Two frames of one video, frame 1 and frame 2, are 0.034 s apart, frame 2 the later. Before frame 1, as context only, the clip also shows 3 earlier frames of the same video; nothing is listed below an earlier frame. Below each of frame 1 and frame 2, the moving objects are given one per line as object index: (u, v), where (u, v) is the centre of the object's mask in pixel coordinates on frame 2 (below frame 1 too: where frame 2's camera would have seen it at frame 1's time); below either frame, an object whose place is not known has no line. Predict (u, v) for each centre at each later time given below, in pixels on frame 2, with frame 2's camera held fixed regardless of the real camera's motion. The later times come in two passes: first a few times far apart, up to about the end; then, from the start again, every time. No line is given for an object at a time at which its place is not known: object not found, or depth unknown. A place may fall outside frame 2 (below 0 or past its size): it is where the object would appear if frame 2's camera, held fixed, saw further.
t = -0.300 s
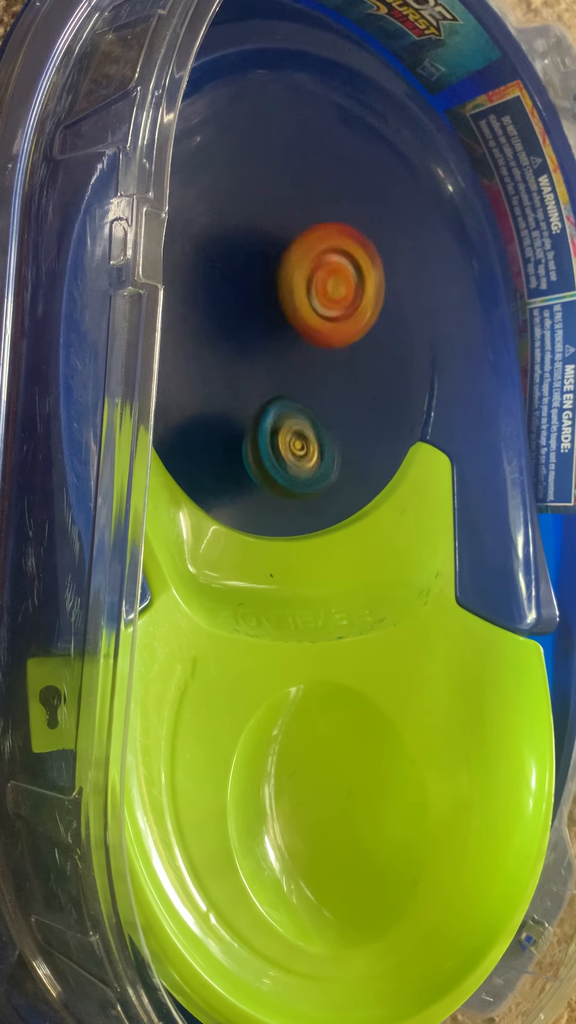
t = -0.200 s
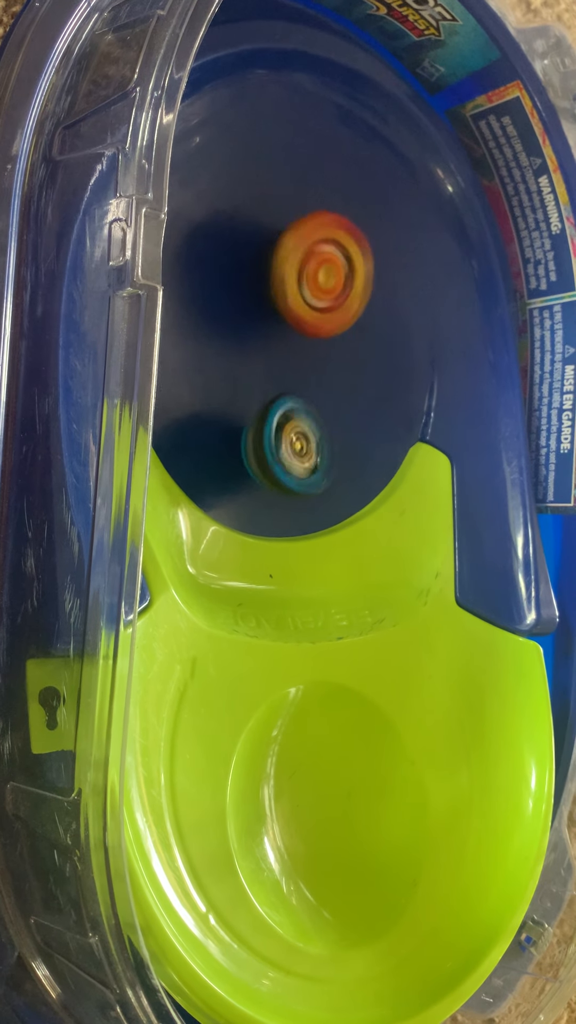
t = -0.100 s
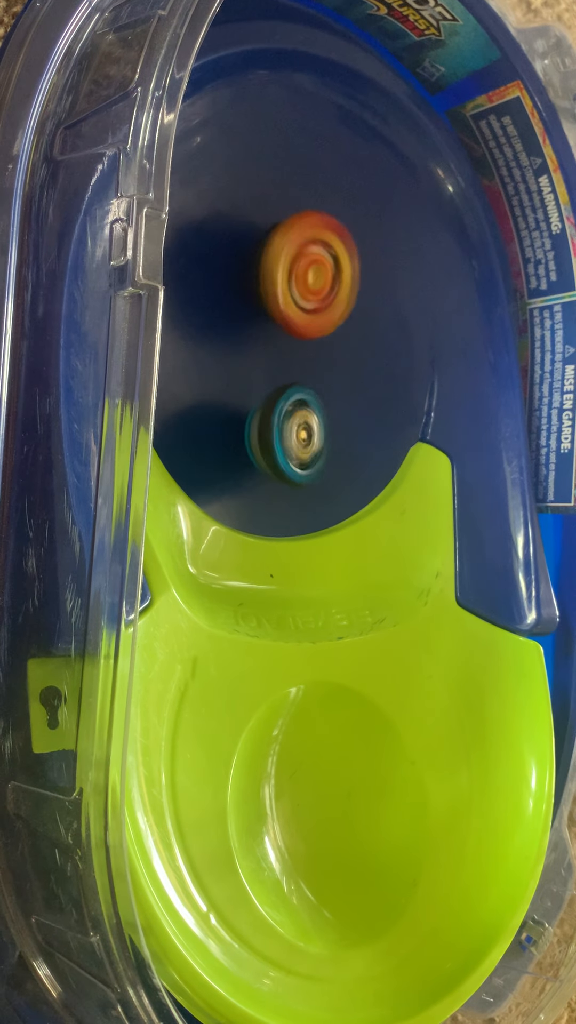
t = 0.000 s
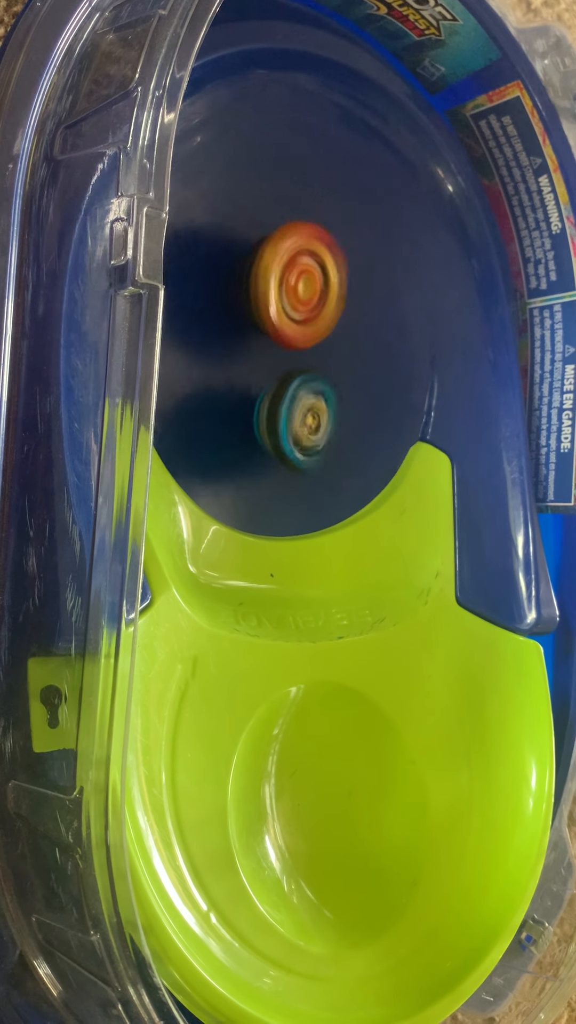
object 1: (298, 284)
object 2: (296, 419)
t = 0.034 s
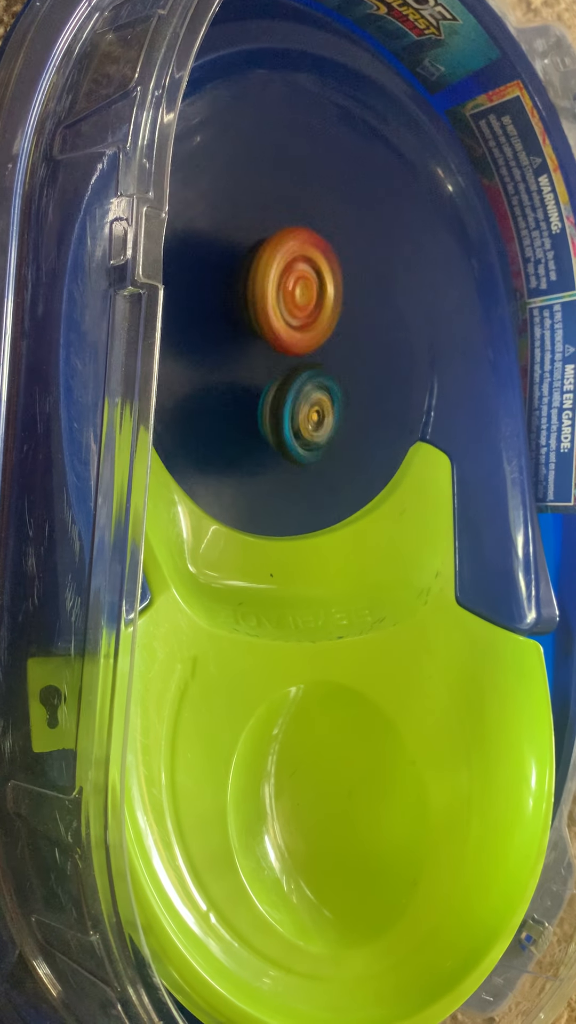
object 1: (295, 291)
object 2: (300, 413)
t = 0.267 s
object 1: (283, 319)
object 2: (358, 420)
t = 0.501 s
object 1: (286, 341)
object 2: (362, 422)
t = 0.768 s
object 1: (275, 311)
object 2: (357, 418)
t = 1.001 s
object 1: (284, 292)
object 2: (349, 378)
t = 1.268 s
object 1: (290, 283)
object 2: (370, 351)
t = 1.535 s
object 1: (267, 299)
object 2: (376, 374)
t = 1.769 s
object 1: (263, 294)
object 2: (324, 389)
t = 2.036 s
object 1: (268, 264)
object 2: (323, 369)
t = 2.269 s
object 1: (276, 281)
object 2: (362, 366)
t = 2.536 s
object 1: (294, 278)
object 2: (347, 375)
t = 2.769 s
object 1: (287, 265)
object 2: (322, 385)
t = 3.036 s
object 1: (308, 275)
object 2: (312, 393)
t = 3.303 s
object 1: (329, 293)
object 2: (289, 405)
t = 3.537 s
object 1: (346, 305)
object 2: (303, 391)
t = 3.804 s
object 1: (319, 301)
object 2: (264, 388)
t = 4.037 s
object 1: (318, 306)
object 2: (230, 347)
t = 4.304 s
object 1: (318, 304)
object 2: (236, 354)
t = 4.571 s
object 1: (319, 302)
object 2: (242, 365)
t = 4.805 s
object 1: (319, 302)
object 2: (242, 365)
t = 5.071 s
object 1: (319, 303)
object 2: (242, 365)
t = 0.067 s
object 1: (293, 295)
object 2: (306, 407)
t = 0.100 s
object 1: (289, 294)
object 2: (320, 413)
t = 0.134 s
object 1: (286, 298)
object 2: (330, 418)
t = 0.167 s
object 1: (284, 303)
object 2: (342, 420)
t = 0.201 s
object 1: (283, 307)
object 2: (350, 420)
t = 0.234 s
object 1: (282, 314)
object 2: (356, 421)
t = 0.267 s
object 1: (283, 319)
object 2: (358, 420)
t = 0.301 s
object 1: (283, 325)
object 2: (360, 420)
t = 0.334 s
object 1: (285, 331)
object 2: (361, 418)
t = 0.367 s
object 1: (287, 337)
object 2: (361, 418)
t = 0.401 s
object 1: (286, 339)
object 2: (364, 421)
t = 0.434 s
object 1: (285, 342)
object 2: (368, 424)
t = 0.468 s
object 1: (287, 342)
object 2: (364, 424)
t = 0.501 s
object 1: (286, 341)
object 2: (362, 422)
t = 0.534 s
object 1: (287, 343)
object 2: (360, 421)
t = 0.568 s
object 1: (286, 341)
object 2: (358, 420)
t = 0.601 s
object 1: (286, 341)
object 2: (356, 419)
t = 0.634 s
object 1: (281, 334)
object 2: (361, 425)
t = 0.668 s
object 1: (279, 331)
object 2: (361, 427)
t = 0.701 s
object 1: (279, 325)
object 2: (361, 426)
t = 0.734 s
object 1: (278, 317)
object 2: (357, 423)
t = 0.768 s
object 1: (275, 311)
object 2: (357, 418)
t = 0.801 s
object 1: (276, 306)
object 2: (355, 414)
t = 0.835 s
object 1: (276, 301)
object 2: (355, 411)
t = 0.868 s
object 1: (276, 297)
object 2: (353, 406)
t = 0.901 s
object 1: (279, 296)
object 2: (352, 401)
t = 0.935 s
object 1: (280, 293)
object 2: (351, 394)
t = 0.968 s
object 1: (282, 293)
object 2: (350, 386)
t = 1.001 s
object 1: (284, 292)
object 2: (349, 378)
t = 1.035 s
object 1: (287, 291)
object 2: (348, 369)
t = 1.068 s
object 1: (283, 289)
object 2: (354, 366)
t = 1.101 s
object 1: (284, 287)
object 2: (359, 363)
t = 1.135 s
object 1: (286, 282)
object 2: (365, 357)
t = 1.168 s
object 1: (284, 279)
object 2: (367, 358)
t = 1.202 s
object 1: (285, 283)
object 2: (367, 356)
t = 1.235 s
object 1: (289, 283)
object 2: (369, 355)
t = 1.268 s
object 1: (290, 283)
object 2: (370, 351)
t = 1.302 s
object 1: (291, 288)
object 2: (370, 348)
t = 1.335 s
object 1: (279, 288)
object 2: (378, 356)
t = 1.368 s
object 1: (270, 287)
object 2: (387, 363)
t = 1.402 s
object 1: (263, 290)
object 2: (394, 373)
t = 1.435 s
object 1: (260, 295)
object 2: (392, 374)
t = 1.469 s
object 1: (262, 299)
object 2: (389, 373)
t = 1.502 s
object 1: (265, 298)
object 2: (384, 373)
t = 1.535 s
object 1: (267, 299)
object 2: (376, 374)
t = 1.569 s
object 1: (269, 302)
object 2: (368, 377)
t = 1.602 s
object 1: (271, 302)
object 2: (356, 378)
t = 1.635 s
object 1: (273, 304)
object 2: (348, 381)
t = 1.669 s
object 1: (272, 302)
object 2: (342, 384)
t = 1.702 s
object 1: (269, 301)
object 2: (336, 386)
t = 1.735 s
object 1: (270, 302)
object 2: (328, 388)
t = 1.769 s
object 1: (263, 294)
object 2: (324, 389)
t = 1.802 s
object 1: (264, 290)
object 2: (327, 393)
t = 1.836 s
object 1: (266, 285)
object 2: (327, 394)
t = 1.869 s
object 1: (265, 280)
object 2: (325, 389)
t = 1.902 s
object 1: (266, 277)
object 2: (323, 384)
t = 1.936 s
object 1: (268, 274)
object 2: (322, 382)
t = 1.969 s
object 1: (268, 270)
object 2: (323, 378)
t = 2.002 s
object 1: (269, 266)
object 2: (322, 372)
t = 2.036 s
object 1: (268, 264)
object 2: (323, 369)
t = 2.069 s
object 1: (266, 268)
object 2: (322, 364)
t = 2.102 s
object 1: (270, 270)
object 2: (324, 360)
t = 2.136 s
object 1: (270, 269)
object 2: (330, 362)
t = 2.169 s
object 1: (265, 271)
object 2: (340, 363)
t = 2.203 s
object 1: (266, 276)
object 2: (349, 365)
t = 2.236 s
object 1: (270, 282)
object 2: (356, 369)
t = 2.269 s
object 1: (276, 281)
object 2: (362, 366)
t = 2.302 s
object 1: (279, 281)
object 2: (364, 368)
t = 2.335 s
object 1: (282, 282)
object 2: (361, 371)
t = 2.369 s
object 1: (282, 280)
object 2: (358, 368)
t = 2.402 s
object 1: (286, 283)
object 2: (358, 367)
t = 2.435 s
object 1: (292, 285)
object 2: (354, 367)
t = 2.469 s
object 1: (291, 279)
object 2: (353, 372)
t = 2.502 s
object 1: (292, 278)
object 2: (353, 376)
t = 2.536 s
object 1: (294, 278)
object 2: (347, 375)
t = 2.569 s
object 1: (296, 277)
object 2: (341, 378)
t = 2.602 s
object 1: (294, 277)
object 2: (337, 381)
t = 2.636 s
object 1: (293, 274)
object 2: (332, 380)
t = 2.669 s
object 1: (294, 271)
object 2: (328, 382)
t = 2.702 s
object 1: (290, 265)
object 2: (329, 387)
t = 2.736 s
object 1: (287, 265)
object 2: (325, 386)
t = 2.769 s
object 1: (287, 265)
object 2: (322, 385)
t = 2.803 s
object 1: (288, 268)
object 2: (321, 381)
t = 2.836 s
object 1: (292, 269)
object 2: (317, 376)
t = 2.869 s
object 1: (296, 270)
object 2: (319, 379)
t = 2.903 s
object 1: (300, 272)
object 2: (320, 380)
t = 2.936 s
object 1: (304, 274)
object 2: (317, 382)
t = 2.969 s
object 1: (306, 273)
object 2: (317, 393)
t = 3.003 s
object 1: (308, 273)
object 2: (314, 392)
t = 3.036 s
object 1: (308, 275)
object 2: (312, 393)
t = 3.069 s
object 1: (308, 276)
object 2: (312, 396)
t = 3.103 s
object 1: (309, 277)
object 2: (309, 395)
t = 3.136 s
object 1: (311, 279)
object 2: (307, 400)
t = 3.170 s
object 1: (313, 283)
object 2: (301, 400)
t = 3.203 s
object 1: (314, 288)
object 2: (299, 401)
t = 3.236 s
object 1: (319, 288)
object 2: (291, 403)
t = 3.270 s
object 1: (324, 289)
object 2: (290, 406)
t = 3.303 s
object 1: (329, 293)
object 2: (289, 405)
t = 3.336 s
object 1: (333, 295)
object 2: (289, 405)
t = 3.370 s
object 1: (337, 299)
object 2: (289, 405)
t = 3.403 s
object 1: (340, 302)
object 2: (294, 401)
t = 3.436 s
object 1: (342, 305)
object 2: (298, 399)
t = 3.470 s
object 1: (345, 305)
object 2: (300, 396)
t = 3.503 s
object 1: (346, 305)
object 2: (305, 396)
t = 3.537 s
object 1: (346, 305)
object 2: (303, 391)
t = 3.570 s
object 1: (346, 304)
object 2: (297, 395)
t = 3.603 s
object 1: (344, 301)
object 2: (291, 392)
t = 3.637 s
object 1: (342, 300)
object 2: (289, 394)
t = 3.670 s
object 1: (339, 299)
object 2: (281, 395)
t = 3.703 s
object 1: (335, 298)
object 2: (276, 395)
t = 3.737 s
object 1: (328, 297)
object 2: (275, 393)
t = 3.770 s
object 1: (322, 299)
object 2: (270, 392)
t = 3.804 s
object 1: (319, 301)
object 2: (264, 388)
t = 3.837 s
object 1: (317, 303)
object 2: (259, 386)
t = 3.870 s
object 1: (316, 306)
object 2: (256, 384)
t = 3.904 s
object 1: (317, 308)
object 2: (250, 378)
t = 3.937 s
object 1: (317, 308)
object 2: (244, 369)
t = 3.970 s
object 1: (317, 308)
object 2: (239, 359)
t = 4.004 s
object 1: (317, 307)
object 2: (234, 353)
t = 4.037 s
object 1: (318, 306)
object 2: (230, 347)
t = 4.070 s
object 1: (318, 305)
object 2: (228, 343)
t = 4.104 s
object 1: (319, 303)
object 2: (227, 341)
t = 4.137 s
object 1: (319, 302)
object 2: (227, 340)
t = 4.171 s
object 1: (319, 303)
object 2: (228, 341)
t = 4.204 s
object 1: (318, 304)
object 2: (229, 343)
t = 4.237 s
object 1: (318, 304)
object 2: (232, 347)
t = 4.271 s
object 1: (318, 304)
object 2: (234, 350)
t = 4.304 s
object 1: (318, 304)
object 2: (236, 354)
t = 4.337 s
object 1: (319, 303)
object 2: (237, 358)
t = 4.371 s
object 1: (319, 302)
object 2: (238, 363)
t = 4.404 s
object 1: (319, 302)
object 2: (239, 367)
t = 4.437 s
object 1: (319, 302)
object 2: (240, 367)
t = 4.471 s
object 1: (319, 302)
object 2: (240, 365)
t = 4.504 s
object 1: (319, 302)
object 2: (241, 365)
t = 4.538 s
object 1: (319, 302)
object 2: (242, 366)
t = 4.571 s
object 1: (319, 302)
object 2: (242, 365)
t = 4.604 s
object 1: (319, 302)
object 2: (242, 365)
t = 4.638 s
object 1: (319, 302)
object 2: (242, 365)
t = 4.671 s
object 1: (319, 302)
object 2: (242, 365)
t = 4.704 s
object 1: (319, 302)
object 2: (242, 365)
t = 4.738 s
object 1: (319, 302)
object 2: (242, 365)
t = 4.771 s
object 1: (319, 302)
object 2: (242, 365)
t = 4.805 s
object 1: (319, 302)
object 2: (242, 365)
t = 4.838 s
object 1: (319, 302)
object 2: (242, 365)
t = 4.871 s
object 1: (319, 302)
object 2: (242, 365)
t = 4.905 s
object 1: (319, 302)
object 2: (242, 365)
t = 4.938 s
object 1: (319, 302)
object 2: (242, 365)
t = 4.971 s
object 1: (319, 302)
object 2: (242, 365)
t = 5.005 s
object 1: (319, 302)
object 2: (242, 365)
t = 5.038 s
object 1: (319, 303)
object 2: (242, 365)
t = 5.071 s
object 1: (319, 303)
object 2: (242, 365)
